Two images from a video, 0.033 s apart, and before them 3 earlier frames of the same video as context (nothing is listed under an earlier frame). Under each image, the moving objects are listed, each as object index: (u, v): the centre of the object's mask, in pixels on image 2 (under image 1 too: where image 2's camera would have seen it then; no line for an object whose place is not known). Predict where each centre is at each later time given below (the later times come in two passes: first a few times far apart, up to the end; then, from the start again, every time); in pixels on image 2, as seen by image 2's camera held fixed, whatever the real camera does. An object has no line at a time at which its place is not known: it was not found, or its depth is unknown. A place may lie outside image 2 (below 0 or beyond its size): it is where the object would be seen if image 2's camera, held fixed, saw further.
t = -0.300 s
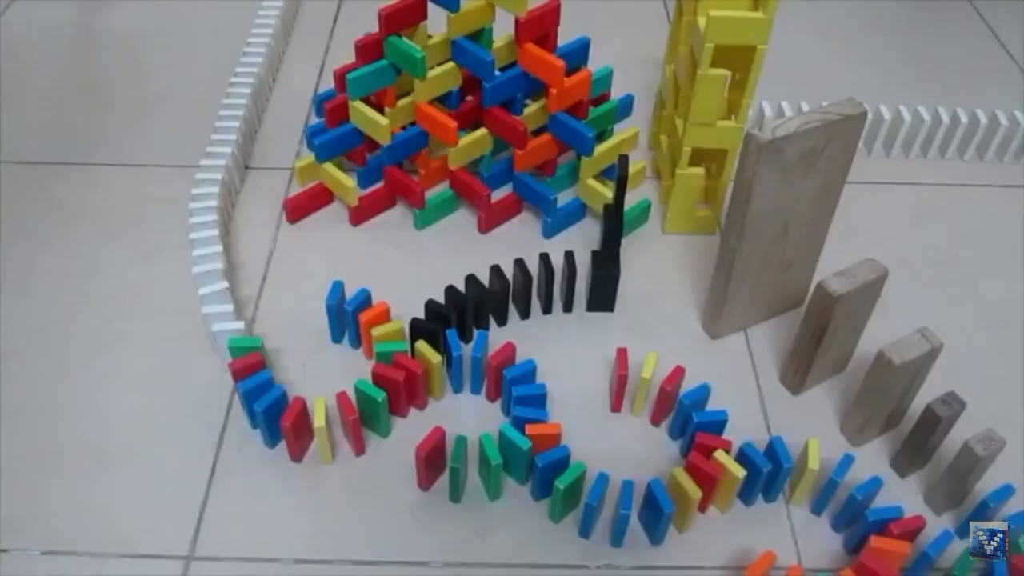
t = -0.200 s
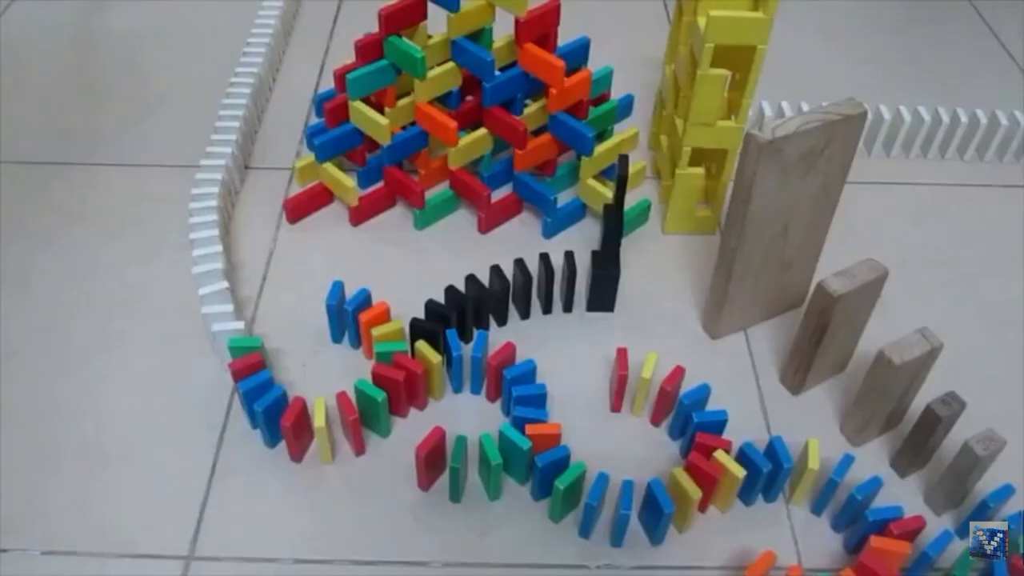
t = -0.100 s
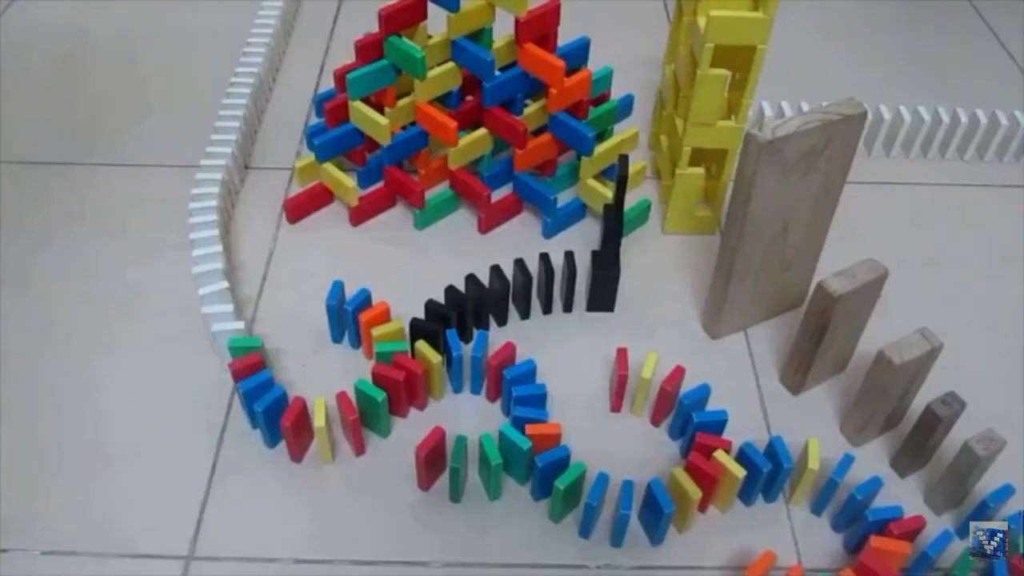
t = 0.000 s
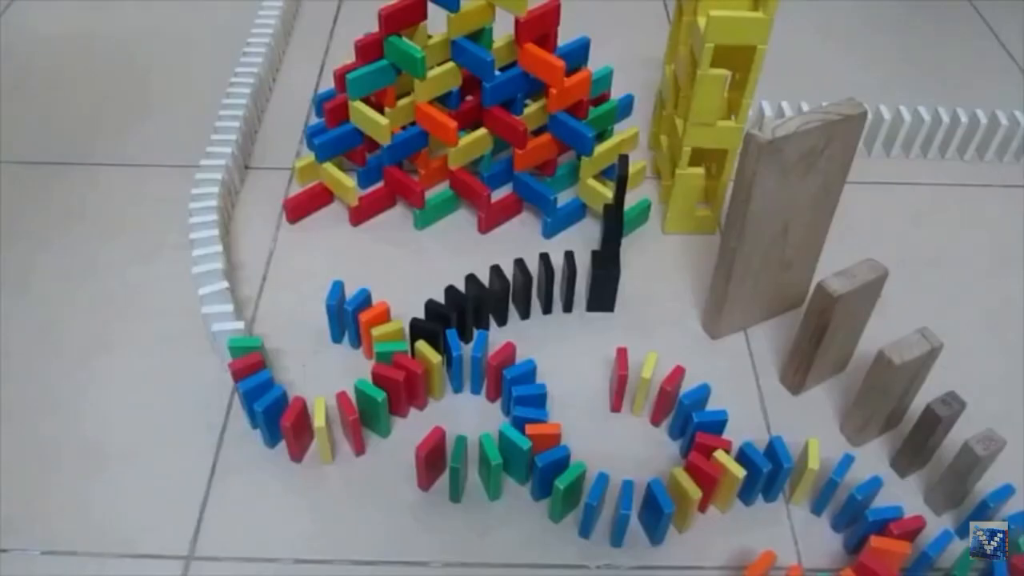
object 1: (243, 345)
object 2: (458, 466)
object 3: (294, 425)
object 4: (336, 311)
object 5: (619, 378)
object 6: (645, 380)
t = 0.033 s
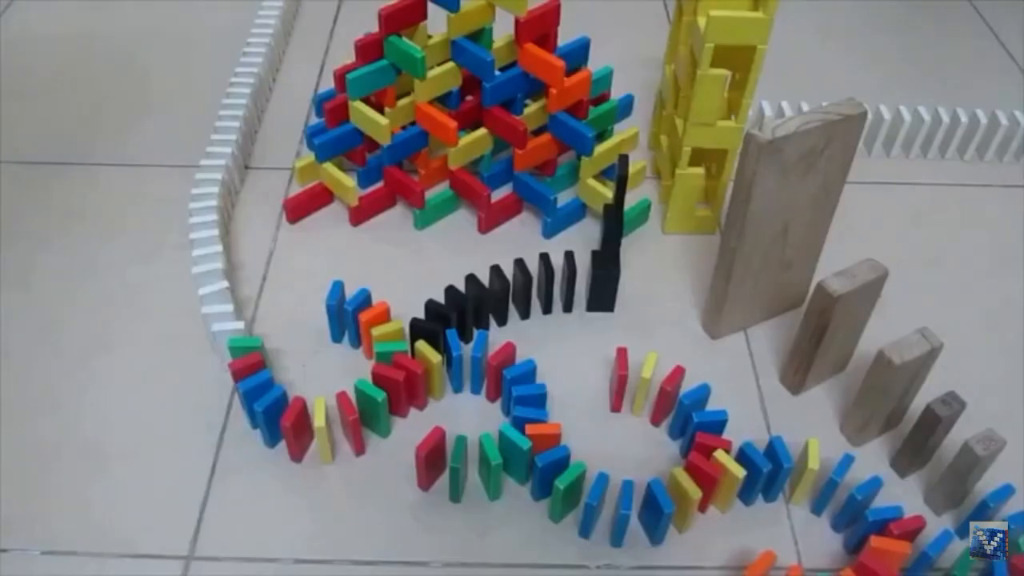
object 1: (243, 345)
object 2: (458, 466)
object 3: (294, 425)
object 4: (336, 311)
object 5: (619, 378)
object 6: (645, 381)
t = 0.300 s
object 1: (243, 345)
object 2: (458, 466)
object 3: (294, 425)
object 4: (336, 311)
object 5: (619, 378)
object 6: (645, 380)
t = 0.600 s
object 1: (243, 345)
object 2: (458, 466)
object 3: (294, 425)
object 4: (336, 311)
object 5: (619, 378)
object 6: (645, 380)
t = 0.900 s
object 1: (266, 366)
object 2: (458, 466)
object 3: (294, 425)
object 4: (336, 311)
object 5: (619, 378)
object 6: (645, 380)
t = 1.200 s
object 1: (269, 392)
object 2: (458, 466)
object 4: (336, 311)
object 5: (619, 378)
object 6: (645, 380)
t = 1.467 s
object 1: (269, 392)
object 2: (442, 467)
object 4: (298, 314)
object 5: (619, 378)
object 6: (645, 380)
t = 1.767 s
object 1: (269, 392)
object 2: (414, 467)
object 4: (297, 314)
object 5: (581, 385)
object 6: (604, 381)
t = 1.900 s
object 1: (269, 392)
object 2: (414, 467)
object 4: (297, 314)
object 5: (573, 388)
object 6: (592, 377)
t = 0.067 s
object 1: (243, 345)
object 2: (458, 466)
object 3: (294, 425)
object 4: (336, 311)
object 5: (619, 378)
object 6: (645, 380)
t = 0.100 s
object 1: (243, 345)
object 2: (459, 464)
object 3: (294, 425)
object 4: (336, 311)
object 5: (619, 378)
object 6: (645, 381)
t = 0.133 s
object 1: (243, 345)
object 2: (458, 466)
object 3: (294, 425)
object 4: (336, 311)
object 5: (619, 378)
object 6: (645, 380)
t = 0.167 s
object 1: (243, 345)
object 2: (458, 466)
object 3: (294, 425)
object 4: (336, 311)
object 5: (619, 378)
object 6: (645, 380)
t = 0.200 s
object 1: (243, 345)
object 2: (458, 466)
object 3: (294, 425)
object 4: (336, 311)
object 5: (619, 378)
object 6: (645, 380)
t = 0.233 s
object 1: (243, 345)
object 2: (458, 466)
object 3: (294, 425)
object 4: (336, 311)
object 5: (619, 378)
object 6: (645, 380)
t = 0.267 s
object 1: (243, 345)
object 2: (458, 466)
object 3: (294, 425)
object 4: (336, 311)
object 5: (619, 378)
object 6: (645, 380)
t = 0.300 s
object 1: (243, 345)
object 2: (458, 466)
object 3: (294, 425)
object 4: (336, 311)
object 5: (619, 378)
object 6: (645, 380)
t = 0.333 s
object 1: (243, 345)
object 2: (458, 466)
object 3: (294, 425)
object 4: (336, 311)
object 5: (619, 378)
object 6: (645, 380)
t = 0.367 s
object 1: (243, 345)
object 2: (458, 466)
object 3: (294, 425)
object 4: (336, 311)
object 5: (619, 378)
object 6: (645, 380)
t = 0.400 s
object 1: (243, 345)
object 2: (458, 466)
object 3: (294, 425)
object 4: (336, 311)
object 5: (619, 378)
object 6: (645, 380)
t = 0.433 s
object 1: (243, 345)
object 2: (458, 466)
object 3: (294, 425)
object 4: (336, 311)
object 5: (619, 378)
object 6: (645, 380)
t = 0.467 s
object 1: (243, 345)
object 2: (458, 466)
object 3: (294, 425)
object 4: (336, 311)
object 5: (619, 378)
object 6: (645, 380)
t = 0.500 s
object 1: (243, 345)
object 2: (458, 466)
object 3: (294, 425)
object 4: (336, 311)
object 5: (619, 378)
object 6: (645, 380)
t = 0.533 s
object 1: (243, 345)
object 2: (459, 464)
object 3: (294, 425)
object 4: (336, 311)
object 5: (619, 378)
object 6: (645, 380)
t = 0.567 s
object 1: (243, 345)
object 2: (458, 466)
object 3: (294, 425)
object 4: (336, 311)
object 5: (619, 378)
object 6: (645, 380)
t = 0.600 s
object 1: (243, 345)
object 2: (458, 466)
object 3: (294, 425)
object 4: (336, 311)
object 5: (619, 378)
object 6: (645, 380)
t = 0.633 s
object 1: (243, 345)
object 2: (459, 464)
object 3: (294, 425)
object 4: (336, 311)
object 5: (619, 378)
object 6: (645, 380)
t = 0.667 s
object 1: (243, 345)
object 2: (458, 466)
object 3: (294, 425)
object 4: (336, 311)
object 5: (619, 378)
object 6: (645, 380)
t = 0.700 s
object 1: (243, 345)
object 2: (458, 466)
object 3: (294, 425)
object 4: (336, 311)
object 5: (619, 378)
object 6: (645, 380)
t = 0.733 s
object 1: (243, 345)
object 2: (458, 466)
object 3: (294, 425)
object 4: (336, 311)
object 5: (619, 378)
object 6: (645, 380)
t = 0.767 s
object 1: (243, 345)
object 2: (459, 464)
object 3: (294, 425)
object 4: (336, 311)
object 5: (619, 378)
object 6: (645, 380)
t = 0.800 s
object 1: (243, 345)
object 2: (458, 466)
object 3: (294, 425)
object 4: (336, 311)
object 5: (619, 378)
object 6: (645, 380)
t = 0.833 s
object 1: (244, 345)
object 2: (458, 466)
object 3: (294, 425)
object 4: (336, 311)
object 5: (619, 378)
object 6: (645, 380)
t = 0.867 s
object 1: (250, 351)
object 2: (458, 466)
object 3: (294, 425)
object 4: (336, 311)
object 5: (619, 378)
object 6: (645, 380)
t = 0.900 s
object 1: (266, 366)
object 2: (458, 466)
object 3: (294, 425)
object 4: (336, 311)
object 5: (619, 378)
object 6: (645, 380)
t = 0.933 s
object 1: (266, 381)
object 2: (458, 466)
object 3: (297, 426)
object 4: (336, 311)
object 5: (619, 378)
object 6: (645, 380)
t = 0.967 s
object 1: (266, 388)
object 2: (458, 466)
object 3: (310, 429)
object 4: (336, 311)
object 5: (619, 378)
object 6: (645, 380)
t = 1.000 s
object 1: (268, 391)
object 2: (458, 466)
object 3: (320, 443)
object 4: (336, 311)
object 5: (619, 378)
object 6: (645, 380)
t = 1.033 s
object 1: (268, 392)
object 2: (459, 464)
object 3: (327, 454)
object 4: (336, 311)
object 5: (619, 378)
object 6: (645, 380)
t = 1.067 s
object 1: (269, 392)
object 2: (458, 466)
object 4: (336, 311)
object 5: (619, 378)
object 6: (645, 380)
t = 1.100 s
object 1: (269, 392)
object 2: (459, 464)
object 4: (336, 311)
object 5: (619, 378)
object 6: (645, 380)
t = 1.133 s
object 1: (269, 392)
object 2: (458, 466)
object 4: (336, 311)
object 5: (619, 378)
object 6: (645, 380)
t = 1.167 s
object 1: (269, 392)
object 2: (458, 466)
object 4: (336, 311)
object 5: (619, 378)
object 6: (645, 380)
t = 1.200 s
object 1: (269, 392)
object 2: (458, 466)
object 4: (336, 311)
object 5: (619, 378)
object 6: (645, 380)
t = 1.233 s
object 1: (269, 392)
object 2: (458, 466)
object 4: (336, 310)
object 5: (619, 378)
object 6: (645, 380)
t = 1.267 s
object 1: (269, 392)
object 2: (458, 467)
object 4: (332, 309)
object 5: (619, 378)
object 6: (645, 380)
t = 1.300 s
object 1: (269, 392)
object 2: (458, 467)
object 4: (323, 309)
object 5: (619, 378)
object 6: (645, 380)
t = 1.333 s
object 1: (269, 392)
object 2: (458, 467)
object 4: (313, 309)
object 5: (619, 378)
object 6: (645, 380)
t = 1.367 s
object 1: (269, 392)
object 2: (458, 467)
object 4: (304, 315)
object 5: (619, 378)
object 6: (645, 380)
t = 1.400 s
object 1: (269, 392)
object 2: (456, 468)
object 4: (300, 314)
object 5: (619, 378)
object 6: (645, 380)
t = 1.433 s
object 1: (269, 392)
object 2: (450, 466)
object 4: (298, 314)
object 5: (619, 378)
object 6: (645, 380)
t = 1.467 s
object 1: (269, 392)
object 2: (442, 467)
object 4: (298, 314)
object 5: (619, 378)
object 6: (645, 380)
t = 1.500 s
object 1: (269, 392)
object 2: (426, 455)
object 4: (297, 314)
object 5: (619, 378)
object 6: (645, 380)
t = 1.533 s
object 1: (269, 392)
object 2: (419, 461)
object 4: (298, 314)
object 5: (619, 378)
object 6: (645, 381)
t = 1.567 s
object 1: (269, 392)
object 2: (415, 464)
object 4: (297, 314)
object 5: (619, 378)
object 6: (645, 380)
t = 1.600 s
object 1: (269, 392)
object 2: (414, 466)
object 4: (297, 314)
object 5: (619, 378)
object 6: (644, 382)
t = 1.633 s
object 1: (269, 392)
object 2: (415, 467)
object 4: (297, 314)
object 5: (619, 378)
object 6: (644, 382)
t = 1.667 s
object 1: (269, 392)
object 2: (415, 467)
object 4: (297, 314)
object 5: (618, 378)
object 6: (637, 382)
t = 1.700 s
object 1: (269, 392)
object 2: (414, 467)
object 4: (297, 314)
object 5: (612, 378)
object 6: (629, 378)
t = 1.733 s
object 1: (269, 392)
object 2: (414, 466)
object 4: (297, 314)
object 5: (598, 378)
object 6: (617, 379)
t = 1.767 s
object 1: (269, 392)
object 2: (414, 467)
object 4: (297, 314)
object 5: (581, 385)
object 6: (604, 381)
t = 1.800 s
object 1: (269, 392)
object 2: (414, 467)
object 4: (297, 314)
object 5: (575, 388)
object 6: (597, 379)
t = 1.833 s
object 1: (269, 392)
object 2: (414, 467)
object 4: (297, 314)
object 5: (573, 388)
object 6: (593, 377)
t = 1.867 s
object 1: (269, 392)
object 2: (414, 467)
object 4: (297, 314)
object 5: (573, 388)
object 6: (592, 377)
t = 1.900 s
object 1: (269, 392)
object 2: (414, 467)
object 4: (297, 314)
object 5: (573, 388)
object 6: (592, 377)
